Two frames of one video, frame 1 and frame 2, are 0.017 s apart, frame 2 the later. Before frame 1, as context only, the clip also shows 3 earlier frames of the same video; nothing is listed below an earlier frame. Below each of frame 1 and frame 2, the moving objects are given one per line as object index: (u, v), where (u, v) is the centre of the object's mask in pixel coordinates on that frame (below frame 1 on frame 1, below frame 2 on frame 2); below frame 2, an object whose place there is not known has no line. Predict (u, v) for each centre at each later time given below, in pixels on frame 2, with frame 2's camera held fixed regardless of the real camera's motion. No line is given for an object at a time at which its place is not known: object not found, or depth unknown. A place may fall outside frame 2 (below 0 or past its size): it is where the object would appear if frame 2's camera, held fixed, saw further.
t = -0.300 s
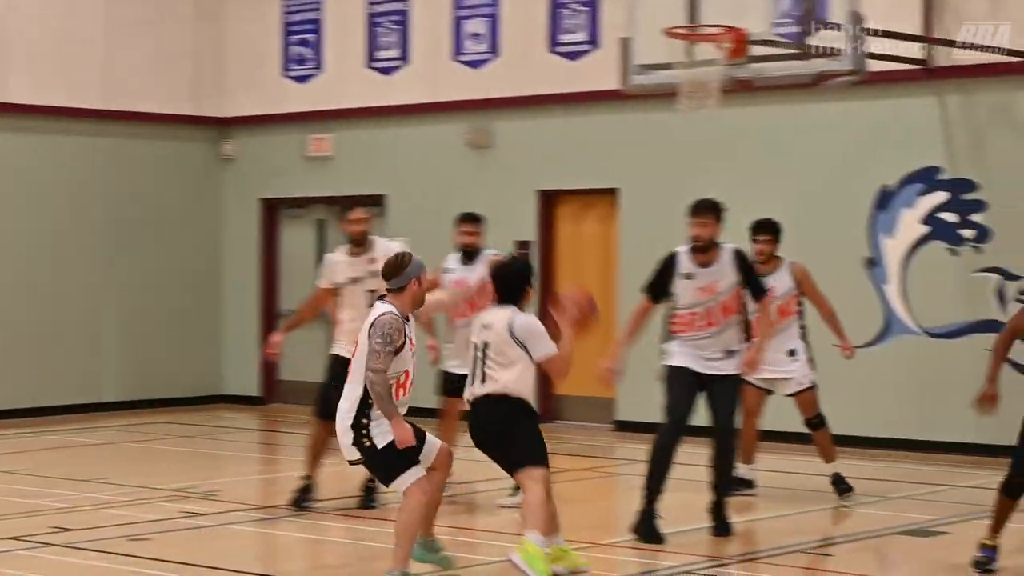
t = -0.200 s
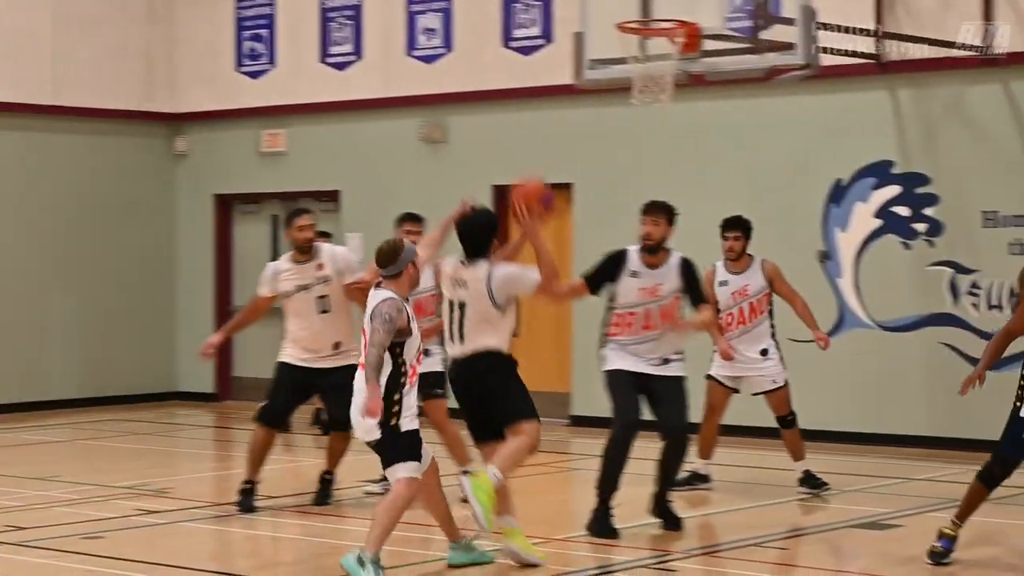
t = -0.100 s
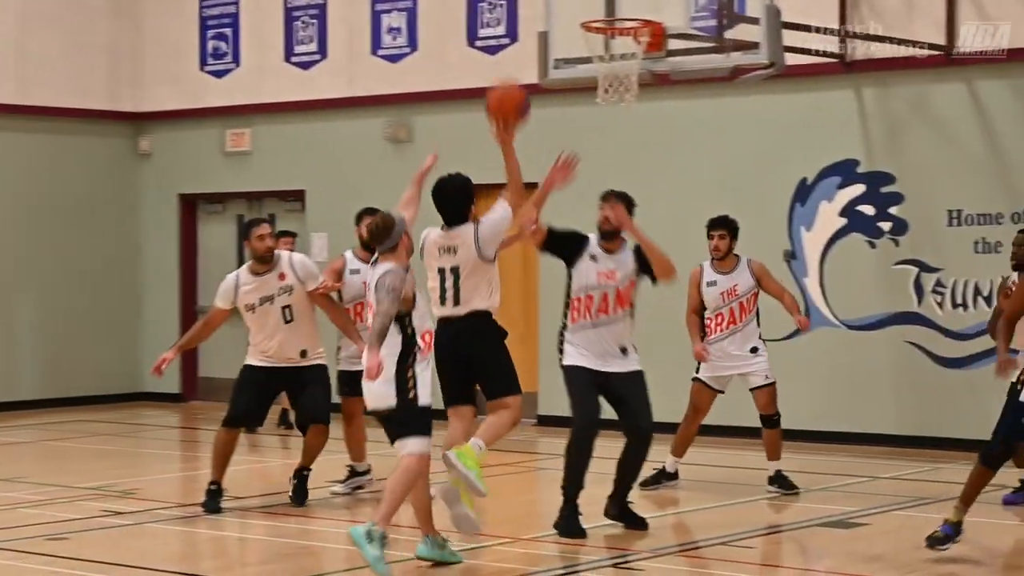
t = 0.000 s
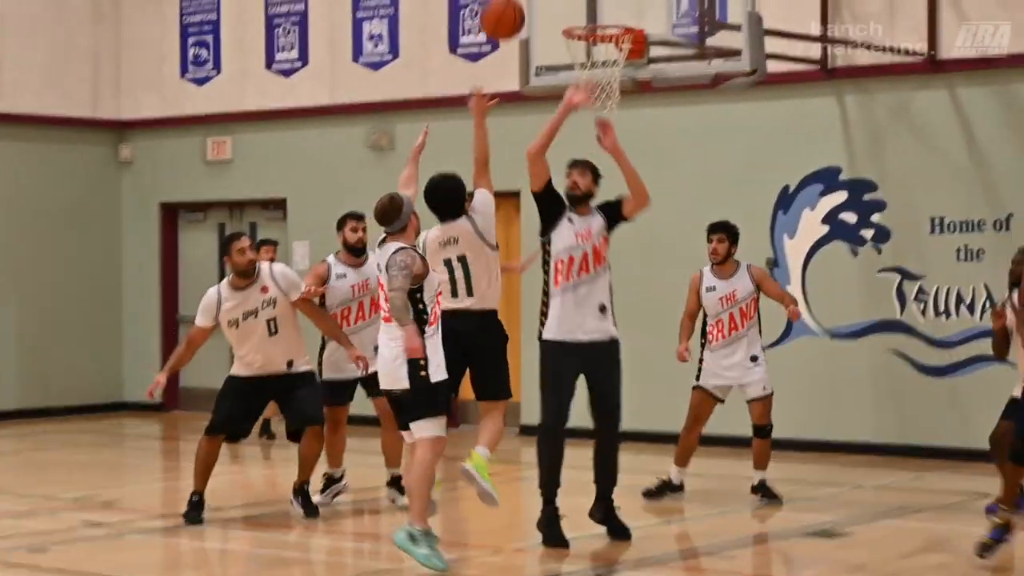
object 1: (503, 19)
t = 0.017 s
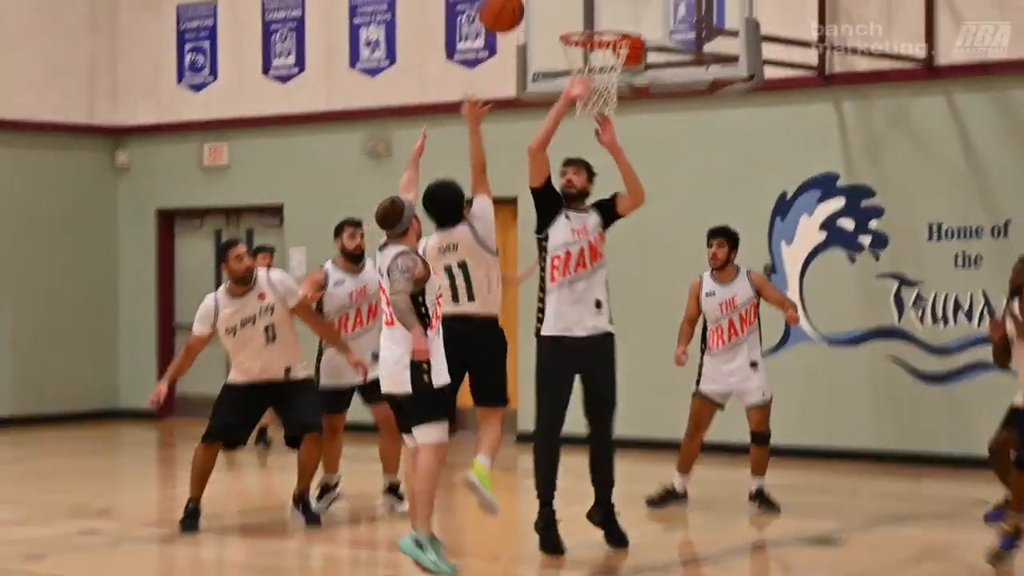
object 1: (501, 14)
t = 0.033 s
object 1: (503, 5)
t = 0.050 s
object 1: (504, -3)
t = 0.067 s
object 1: (506, -11)
